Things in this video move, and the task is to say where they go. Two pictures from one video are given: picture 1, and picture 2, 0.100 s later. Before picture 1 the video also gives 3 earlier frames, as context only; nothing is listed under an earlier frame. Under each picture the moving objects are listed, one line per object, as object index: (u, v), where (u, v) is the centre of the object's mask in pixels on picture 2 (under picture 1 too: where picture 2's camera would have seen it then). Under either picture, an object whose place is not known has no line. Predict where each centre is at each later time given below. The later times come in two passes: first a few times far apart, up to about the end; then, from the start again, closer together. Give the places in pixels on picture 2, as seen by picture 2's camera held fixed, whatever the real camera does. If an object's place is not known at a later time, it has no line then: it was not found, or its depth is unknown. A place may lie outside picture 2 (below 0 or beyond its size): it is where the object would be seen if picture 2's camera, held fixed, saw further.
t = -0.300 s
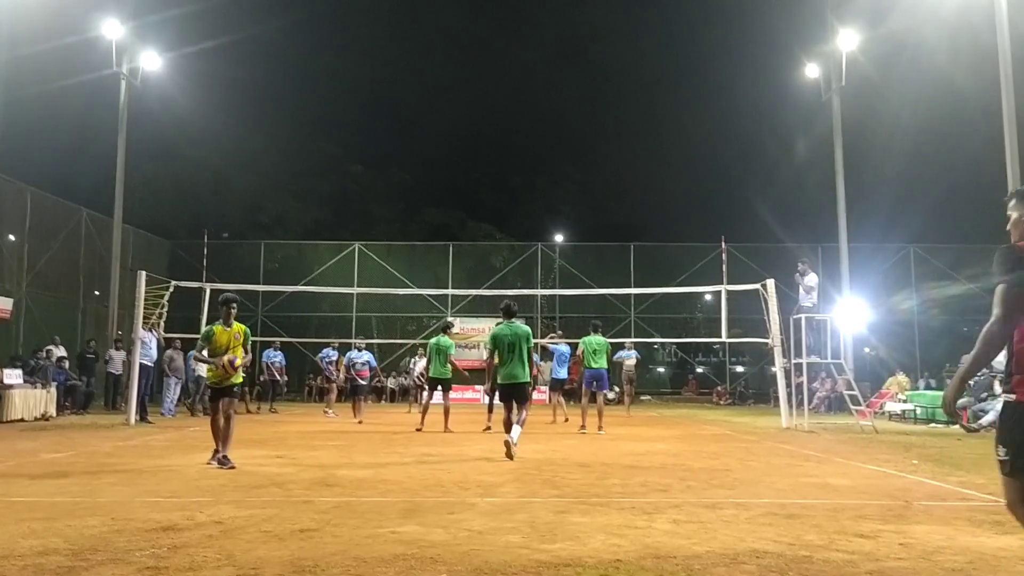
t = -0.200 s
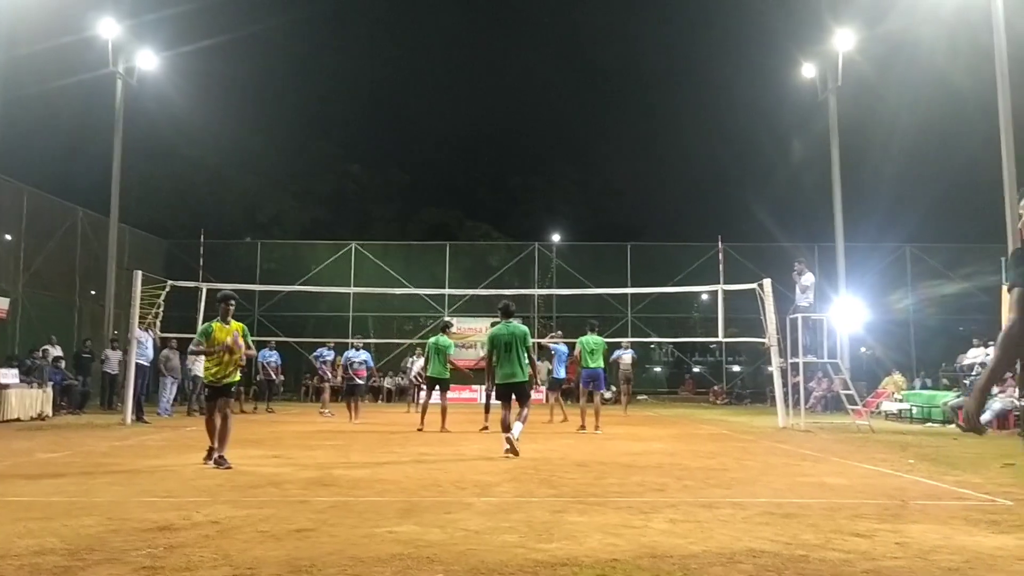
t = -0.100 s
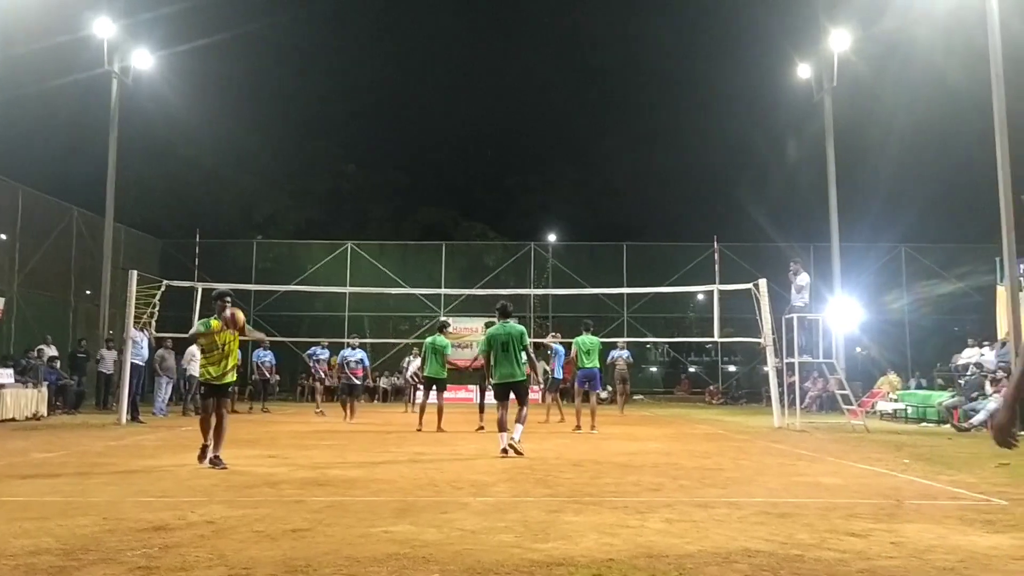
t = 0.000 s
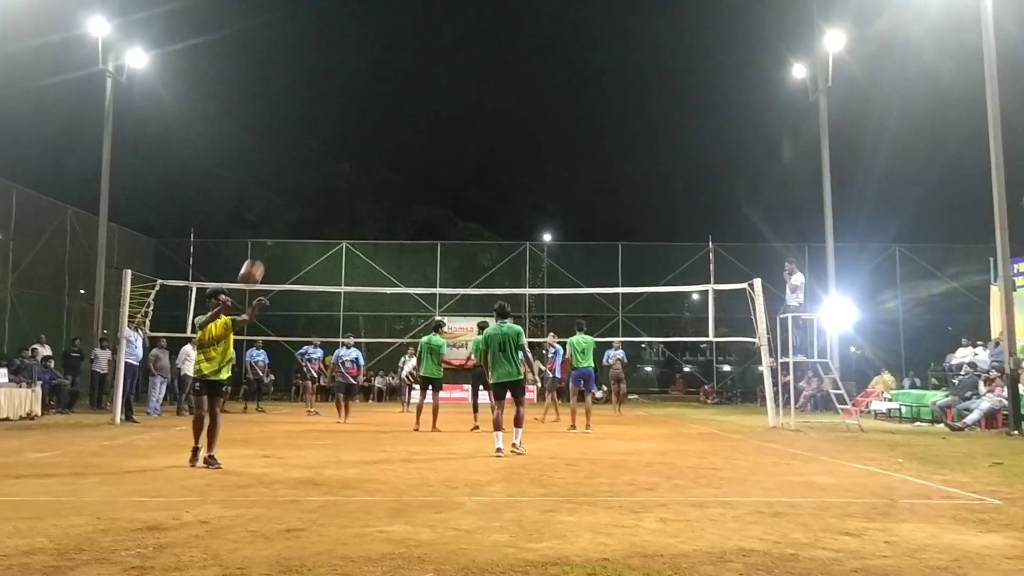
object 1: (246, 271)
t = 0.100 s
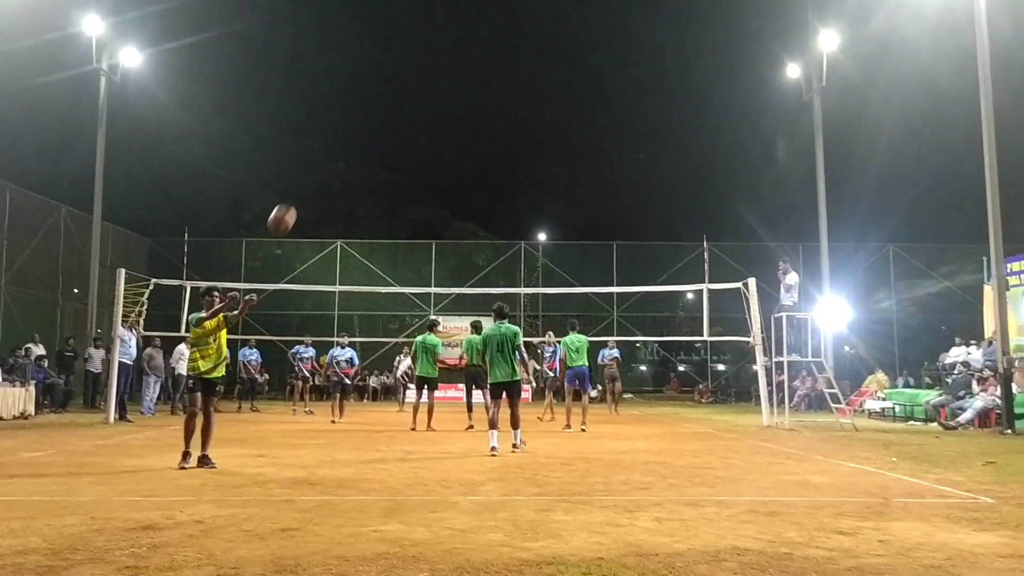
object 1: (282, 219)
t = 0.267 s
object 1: (351, 142)
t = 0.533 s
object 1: (496, 63)
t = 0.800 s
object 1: (720, 81)
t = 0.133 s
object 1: (295, 203)
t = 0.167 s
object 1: (308, 187)
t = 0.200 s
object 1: (322, 172)
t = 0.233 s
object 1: (337, 156)
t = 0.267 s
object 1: (351, 142)
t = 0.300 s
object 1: (367, 129)
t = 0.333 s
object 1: (383, 116)
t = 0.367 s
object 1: (400, 105)
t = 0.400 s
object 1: (417, 94)
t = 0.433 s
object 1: (435, 85)
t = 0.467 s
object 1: (454, 77)
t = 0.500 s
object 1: (474, 69)
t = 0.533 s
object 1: (496, 63)
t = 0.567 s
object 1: (518, 59)
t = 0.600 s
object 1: (542, 56)
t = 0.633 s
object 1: (567, 55)
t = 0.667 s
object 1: (594, 56)
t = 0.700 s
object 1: (622, 58)
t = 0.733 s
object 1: (653, 63)
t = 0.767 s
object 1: (685, 71)
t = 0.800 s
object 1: (720, 81)
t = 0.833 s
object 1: (757, 94)
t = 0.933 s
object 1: (891, 160)
